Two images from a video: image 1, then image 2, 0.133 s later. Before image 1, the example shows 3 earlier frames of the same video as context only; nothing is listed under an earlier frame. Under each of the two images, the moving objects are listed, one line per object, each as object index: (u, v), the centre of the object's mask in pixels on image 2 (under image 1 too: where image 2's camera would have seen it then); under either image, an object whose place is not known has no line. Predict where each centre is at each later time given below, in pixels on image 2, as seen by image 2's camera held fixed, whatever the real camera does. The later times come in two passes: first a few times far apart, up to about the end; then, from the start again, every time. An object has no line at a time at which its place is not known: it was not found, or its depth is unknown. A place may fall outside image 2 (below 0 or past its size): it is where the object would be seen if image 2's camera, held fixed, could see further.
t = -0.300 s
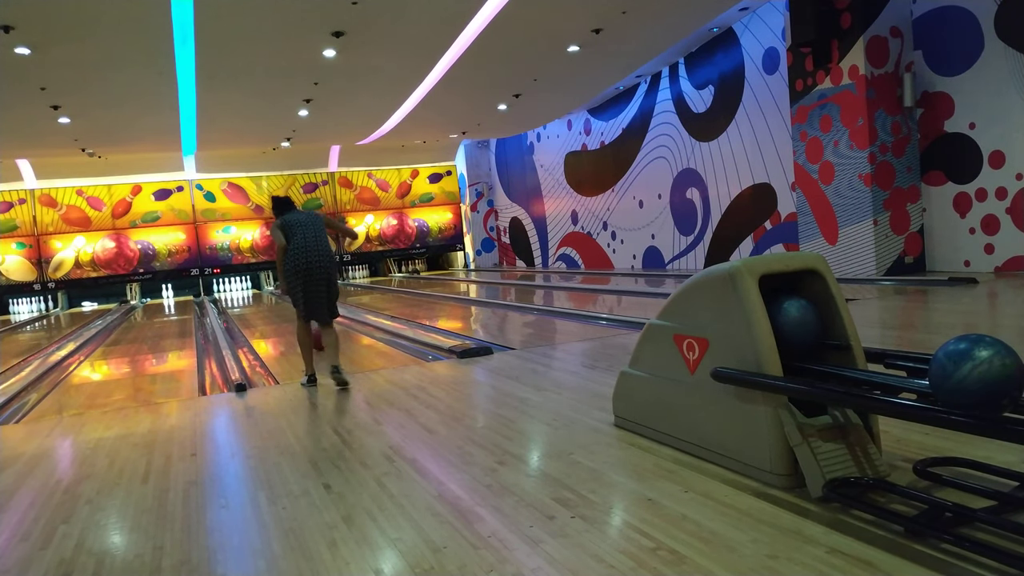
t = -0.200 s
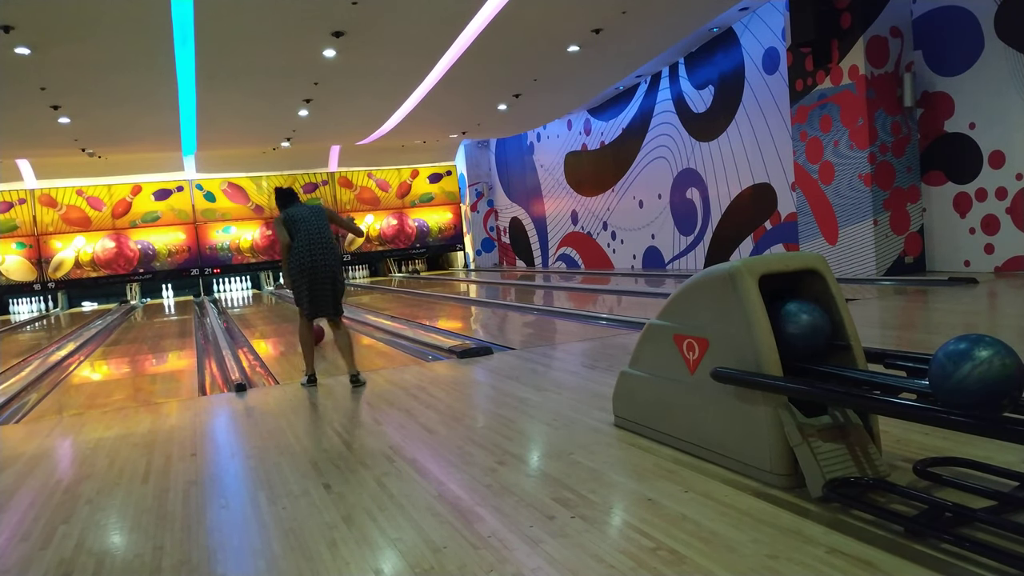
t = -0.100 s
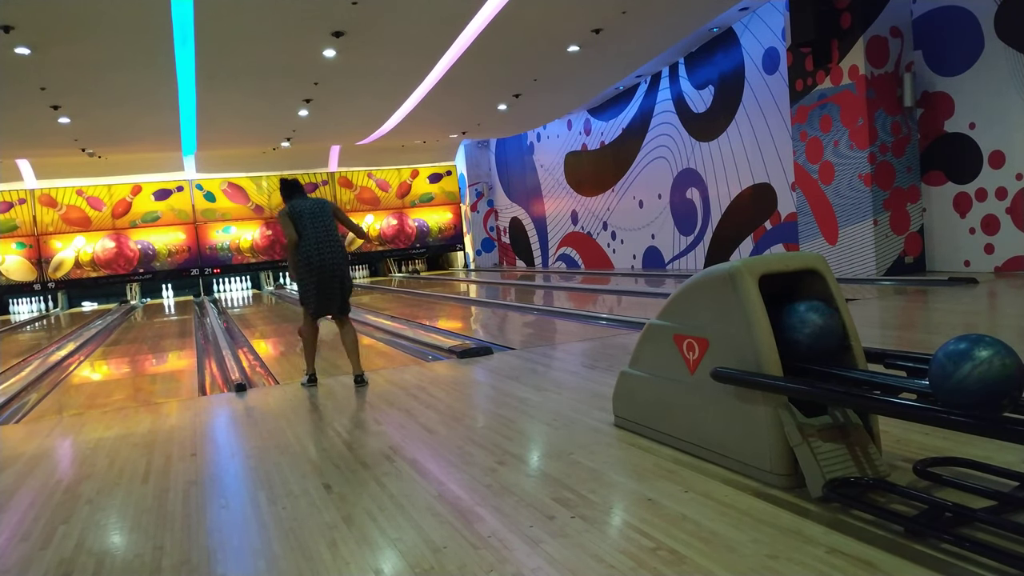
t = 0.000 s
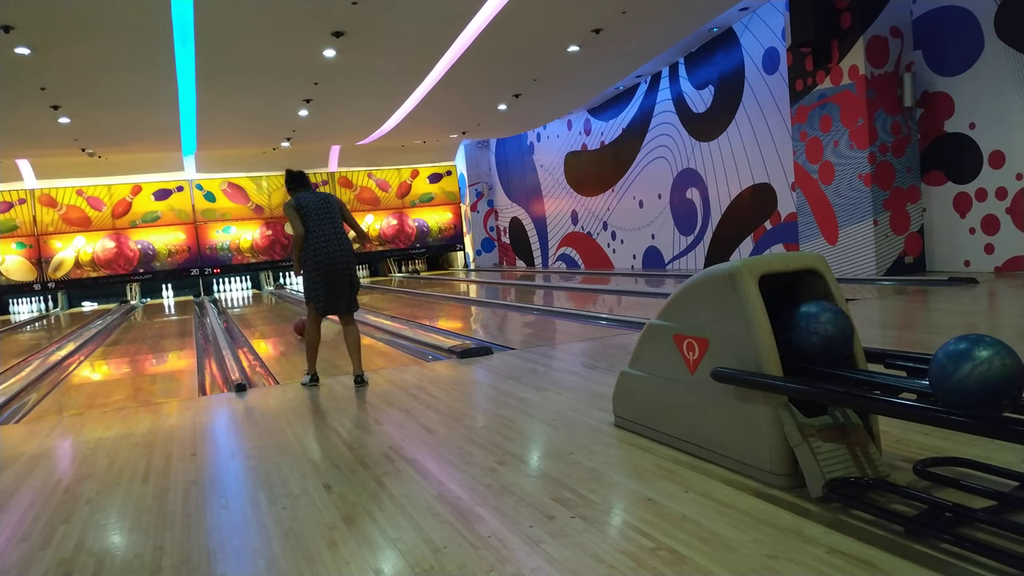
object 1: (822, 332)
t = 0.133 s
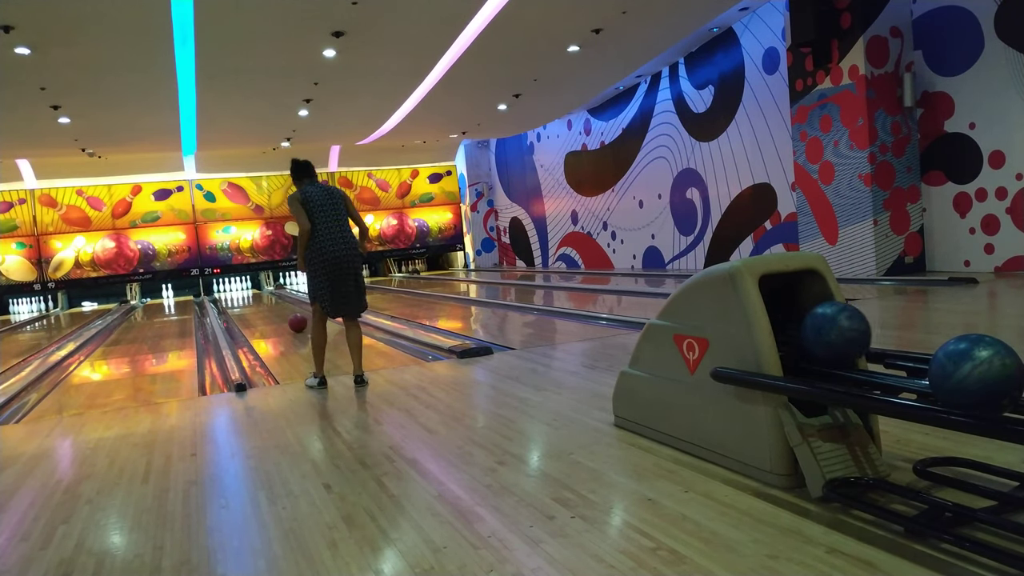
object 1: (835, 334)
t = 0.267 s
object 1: (851, 337)
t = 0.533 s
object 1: (887, 341)
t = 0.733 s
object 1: (912, 342)
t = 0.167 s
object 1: (840, 335)
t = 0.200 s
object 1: (842, 336)
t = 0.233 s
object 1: (846, 336)
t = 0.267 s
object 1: (851, 337)
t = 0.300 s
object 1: (856, 337)
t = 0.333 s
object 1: (860, 337)
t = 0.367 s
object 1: (864, 338)
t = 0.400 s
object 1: (868, 339)
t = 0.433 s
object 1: (873, 339)
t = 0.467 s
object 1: (878, 340)
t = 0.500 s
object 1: (882, 340)
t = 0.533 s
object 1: (887, 341)
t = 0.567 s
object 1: (892, 342)
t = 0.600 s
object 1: (897, 343)
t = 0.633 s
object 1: (901, 343)
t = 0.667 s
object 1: (905, 342)
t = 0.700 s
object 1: (908, 343)
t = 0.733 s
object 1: (912, 342)
